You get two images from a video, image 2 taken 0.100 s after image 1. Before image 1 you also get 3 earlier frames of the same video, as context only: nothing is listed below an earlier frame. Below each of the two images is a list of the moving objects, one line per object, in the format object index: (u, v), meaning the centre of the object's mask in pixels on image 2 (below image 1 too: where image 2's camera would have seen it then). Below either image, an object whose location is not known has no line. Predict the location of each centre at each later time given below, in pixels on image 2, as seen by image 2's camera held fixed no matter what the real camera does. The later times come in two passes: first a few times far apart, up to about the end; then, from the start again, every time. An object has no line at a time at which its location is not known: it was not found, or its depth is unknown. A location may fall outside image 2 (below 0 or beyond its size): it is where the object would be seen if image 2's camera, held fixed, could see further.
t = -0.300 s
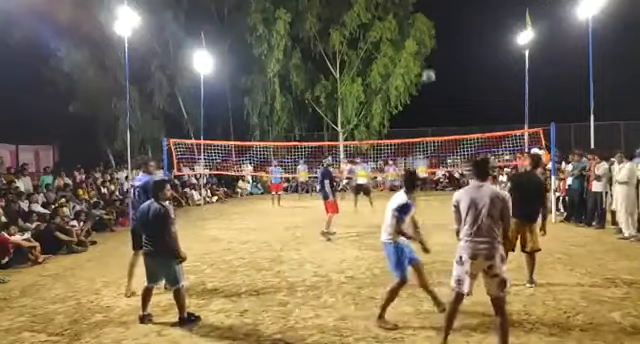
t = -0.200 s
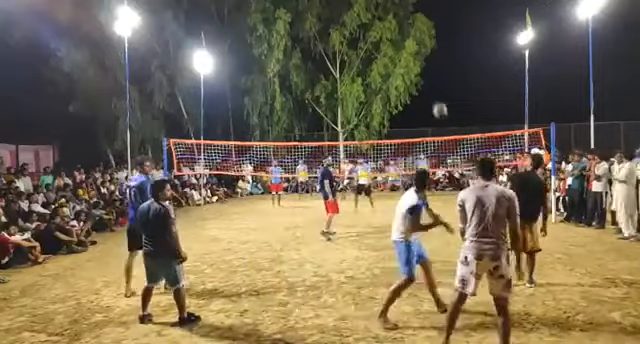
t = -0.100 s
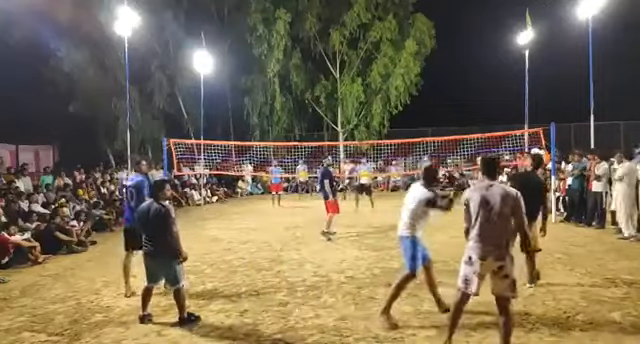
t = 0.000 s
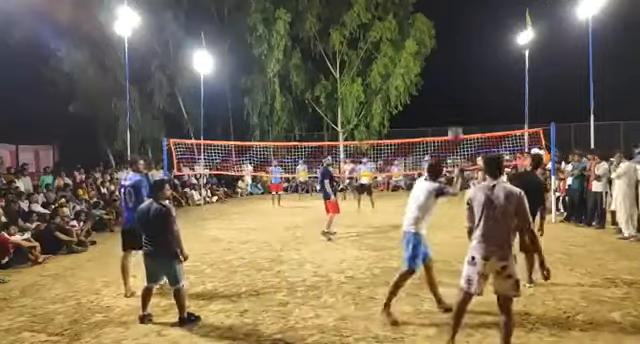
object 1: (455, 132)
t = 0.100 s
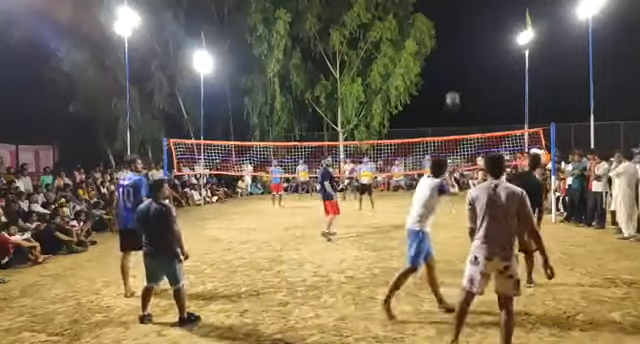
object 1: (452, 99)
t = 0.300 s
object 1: (448, 64)
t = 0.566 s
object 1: (445, 63)
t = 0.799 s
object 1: (443, 86)
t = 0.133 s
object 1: (451, 89)
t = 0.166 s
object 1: (450, 82)
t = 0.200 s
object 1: (449, 76)
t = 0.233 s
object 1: (449, 71)
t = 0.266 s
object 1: (448, 67)
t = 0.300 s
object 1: (448, 64)
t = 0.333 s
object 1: (447, 62)
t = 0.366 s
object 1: (446, 60)
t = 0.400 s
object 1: (446, 59)
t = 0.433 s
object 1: (446, 59)
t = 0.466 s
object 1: (446, 59)
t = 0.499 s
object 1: (446, 60)
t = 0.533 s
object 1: (445, 61)
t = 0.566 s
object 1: (445, 63)
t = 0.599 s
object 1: (445, 65)
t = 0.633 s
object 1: (444, 68)
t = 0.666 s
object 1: (444, 71)
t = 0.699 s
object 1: (443, 74)
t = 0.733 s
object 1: (443, 77)
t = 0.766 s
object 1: (443, 82)
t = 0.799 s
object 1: (443, 86)
